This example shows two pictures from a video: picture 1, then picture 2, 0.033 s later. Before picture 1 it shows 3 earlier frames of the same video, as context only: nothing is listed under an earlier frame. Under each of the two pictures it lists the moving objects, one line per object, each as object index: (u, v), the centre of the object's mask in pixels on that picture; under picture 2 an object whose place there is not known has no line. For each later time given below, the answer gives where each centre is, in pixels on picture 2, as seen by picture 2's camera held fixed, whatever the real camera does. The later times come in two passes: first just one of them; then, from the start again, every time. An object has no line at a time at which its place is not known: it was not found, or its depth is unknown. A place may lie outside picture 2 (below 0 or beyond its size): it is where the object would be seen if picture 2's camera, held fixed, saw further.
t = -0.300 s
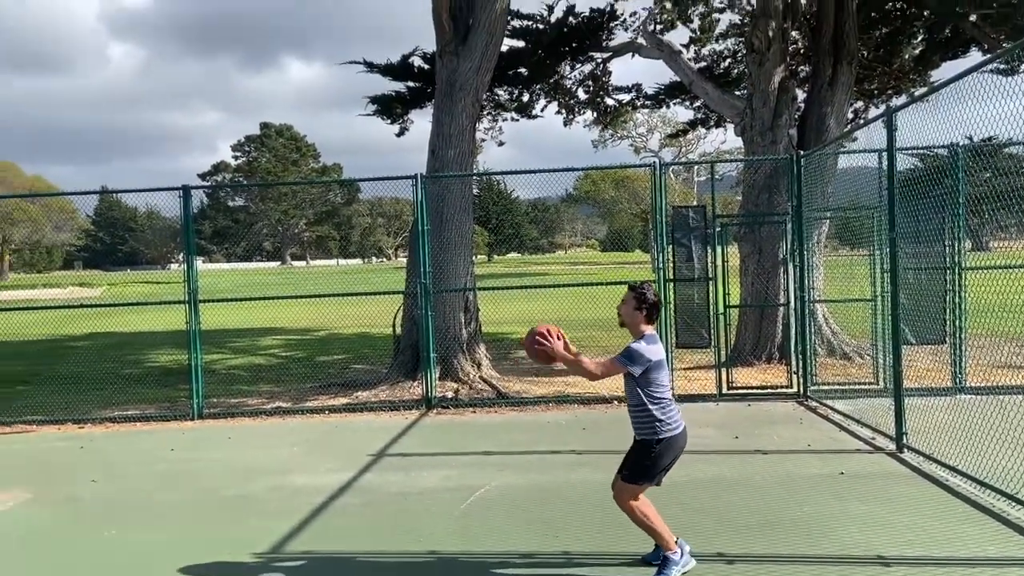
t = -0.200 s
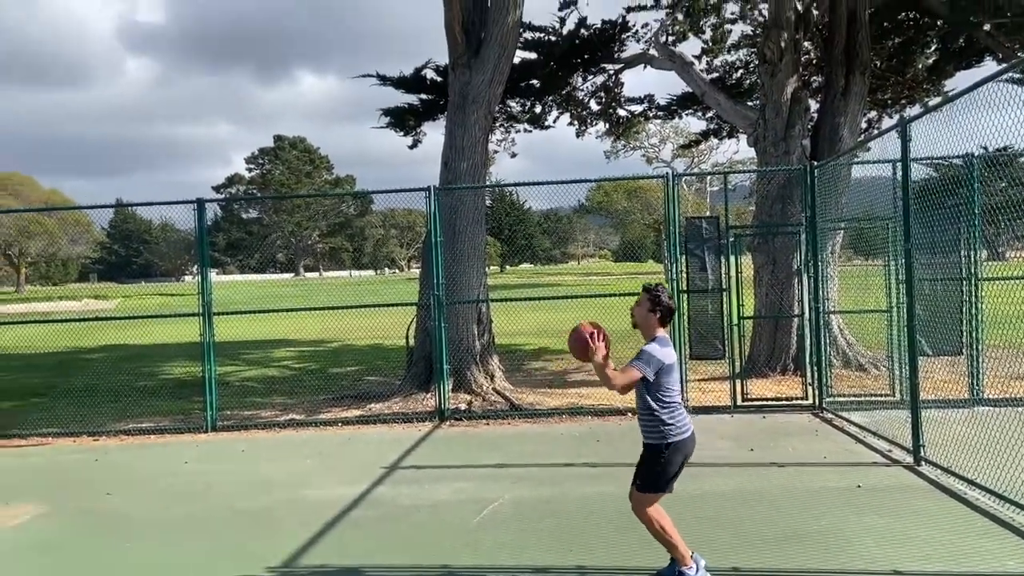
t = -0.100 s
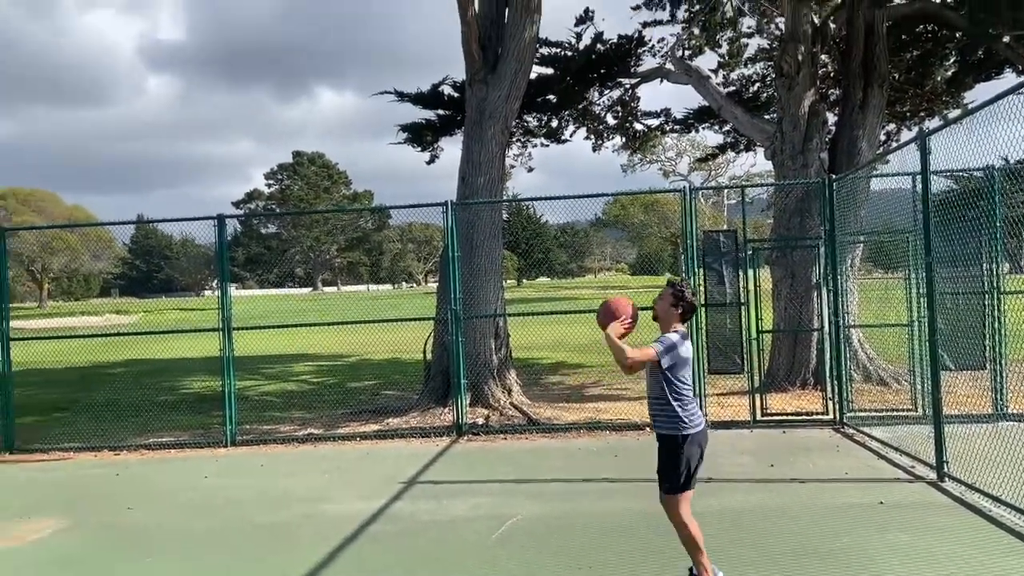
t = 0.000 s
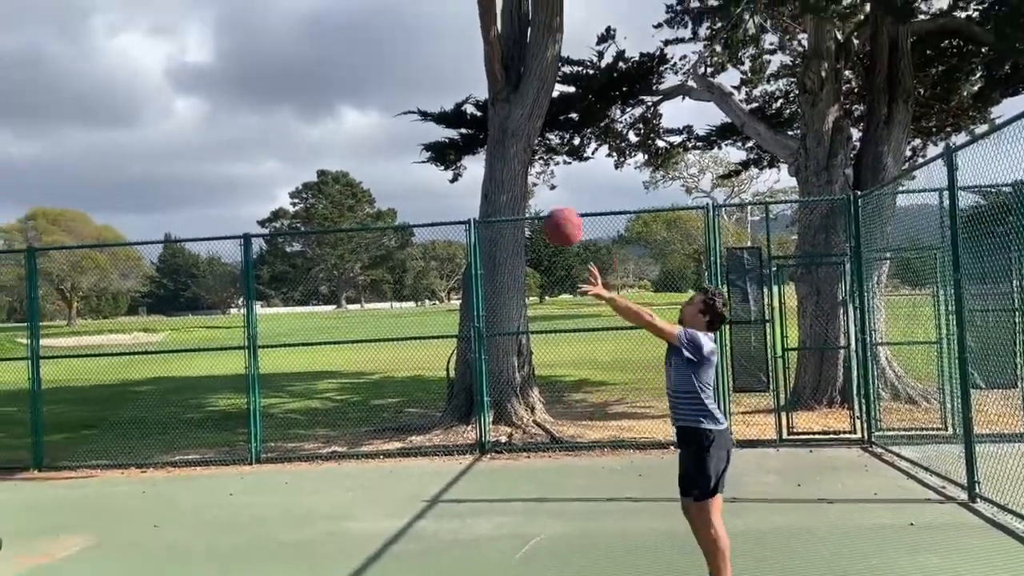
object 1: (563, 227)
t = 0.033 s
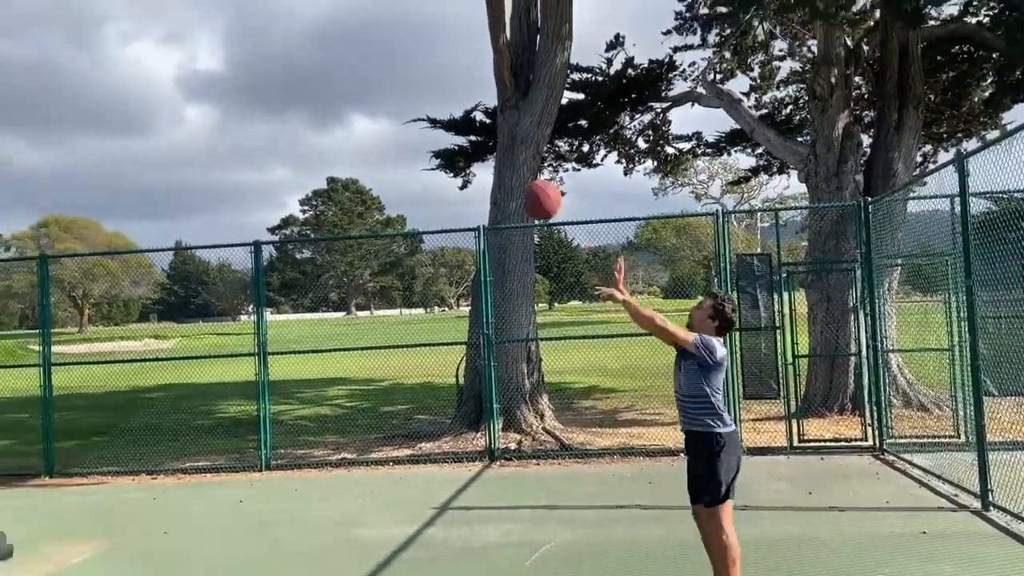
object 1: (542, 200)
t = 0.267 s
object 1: (341, 24)
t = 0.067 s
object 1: (514, 167)
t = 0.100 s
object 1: (482, 139)
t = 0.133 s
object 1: (453, 111)
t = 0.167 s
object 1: (424, 86)
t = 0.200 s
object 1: (396, 63)
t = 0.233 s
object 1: (369, 43)
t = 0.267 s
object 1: (341, 24)
